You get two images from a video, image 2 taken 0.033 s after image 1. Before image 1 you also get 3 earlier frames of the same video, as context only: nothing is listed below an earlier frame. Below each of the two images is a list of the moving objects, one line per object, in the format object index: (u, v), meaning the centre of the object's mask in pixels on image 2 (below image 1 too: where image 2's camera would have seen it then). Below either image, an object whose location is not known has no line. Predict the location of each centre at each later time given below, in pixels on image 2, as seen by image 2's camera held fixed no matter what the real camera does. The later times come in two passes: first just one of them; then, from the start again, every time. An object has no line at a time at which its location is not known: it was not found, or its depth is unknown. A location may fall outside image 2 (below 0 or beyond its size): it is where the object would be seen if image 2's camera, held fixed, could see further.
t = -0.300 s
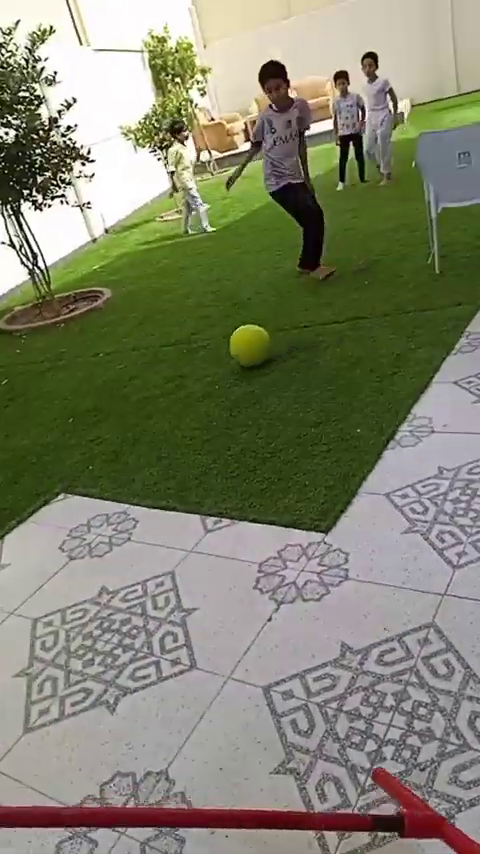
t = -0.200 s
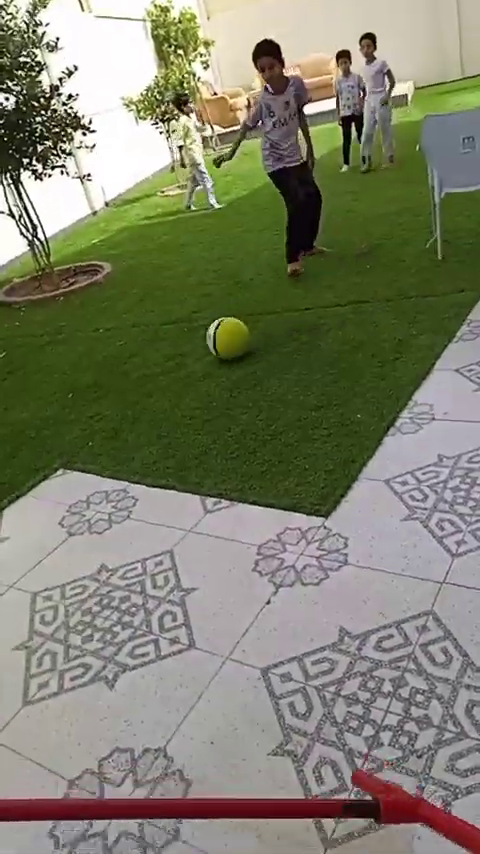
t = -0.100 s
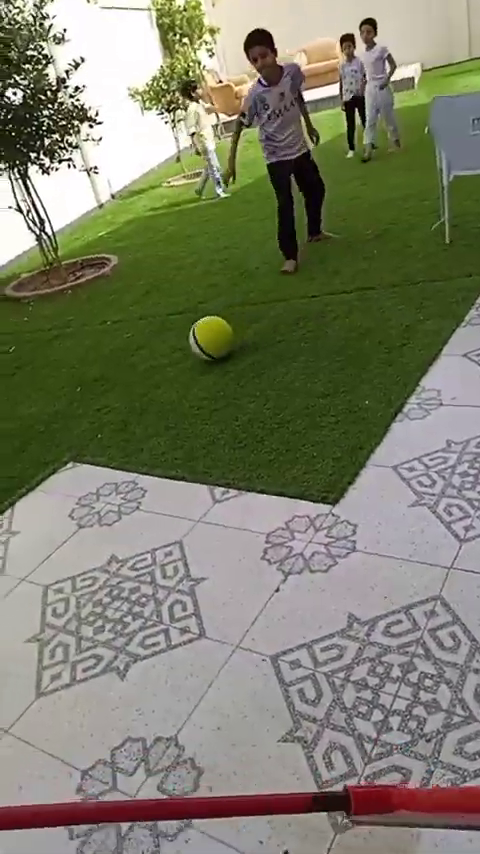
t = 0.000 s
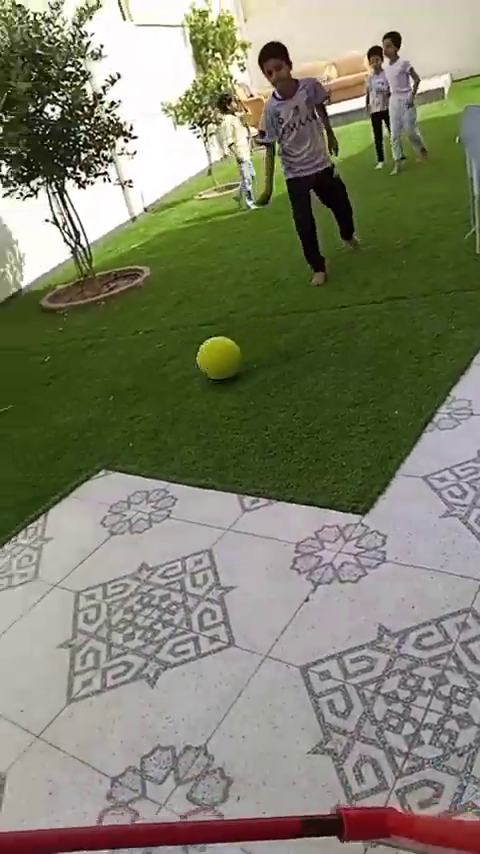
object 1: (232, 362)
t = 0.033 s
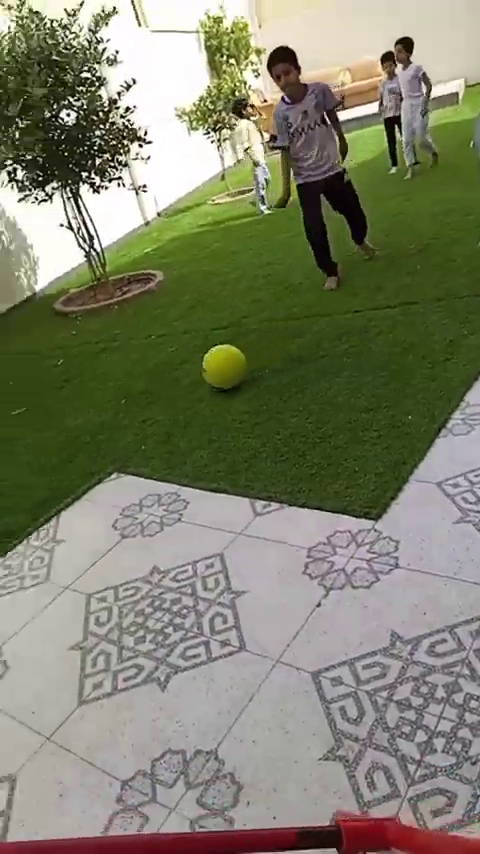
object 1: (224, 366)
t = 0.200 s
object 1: (189, 386)
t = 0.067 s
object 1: (217, 372)
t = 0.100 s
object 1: (210, 374)
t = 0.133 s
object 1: (202, 378)
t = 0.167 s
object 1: (196, 382)
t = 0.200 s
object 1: (189, 386)
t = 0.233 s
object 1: (182, 390)
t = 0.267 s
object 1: (175, 393)
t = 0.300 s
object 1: (169, 397)
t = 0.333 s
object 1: (163, 401)
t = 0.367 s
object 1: (155, 404)
